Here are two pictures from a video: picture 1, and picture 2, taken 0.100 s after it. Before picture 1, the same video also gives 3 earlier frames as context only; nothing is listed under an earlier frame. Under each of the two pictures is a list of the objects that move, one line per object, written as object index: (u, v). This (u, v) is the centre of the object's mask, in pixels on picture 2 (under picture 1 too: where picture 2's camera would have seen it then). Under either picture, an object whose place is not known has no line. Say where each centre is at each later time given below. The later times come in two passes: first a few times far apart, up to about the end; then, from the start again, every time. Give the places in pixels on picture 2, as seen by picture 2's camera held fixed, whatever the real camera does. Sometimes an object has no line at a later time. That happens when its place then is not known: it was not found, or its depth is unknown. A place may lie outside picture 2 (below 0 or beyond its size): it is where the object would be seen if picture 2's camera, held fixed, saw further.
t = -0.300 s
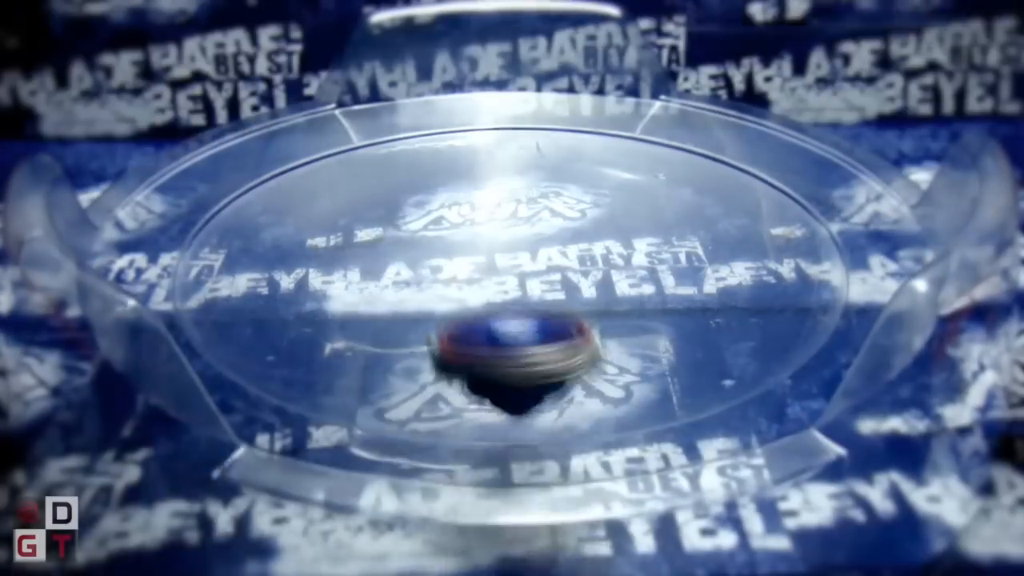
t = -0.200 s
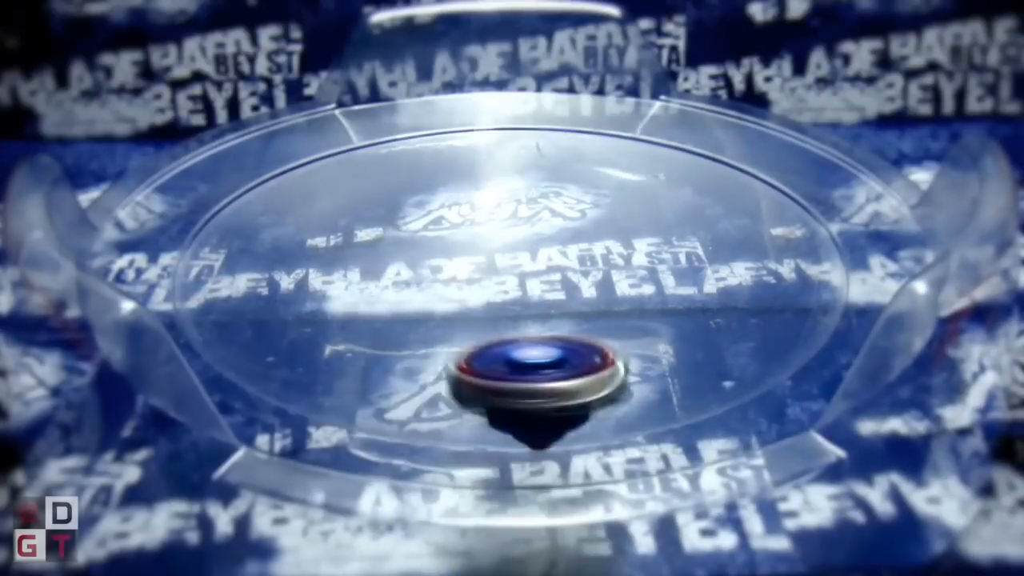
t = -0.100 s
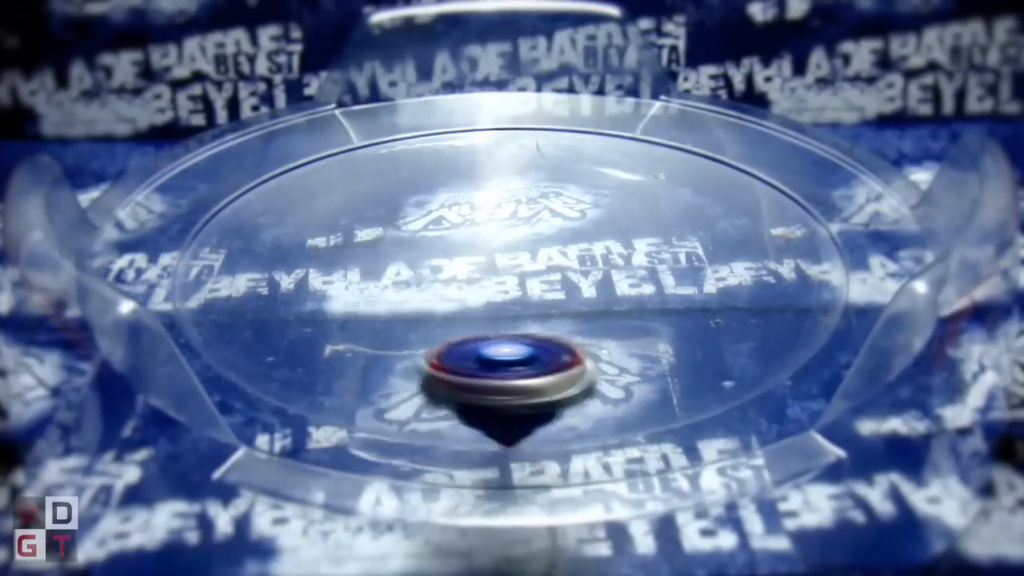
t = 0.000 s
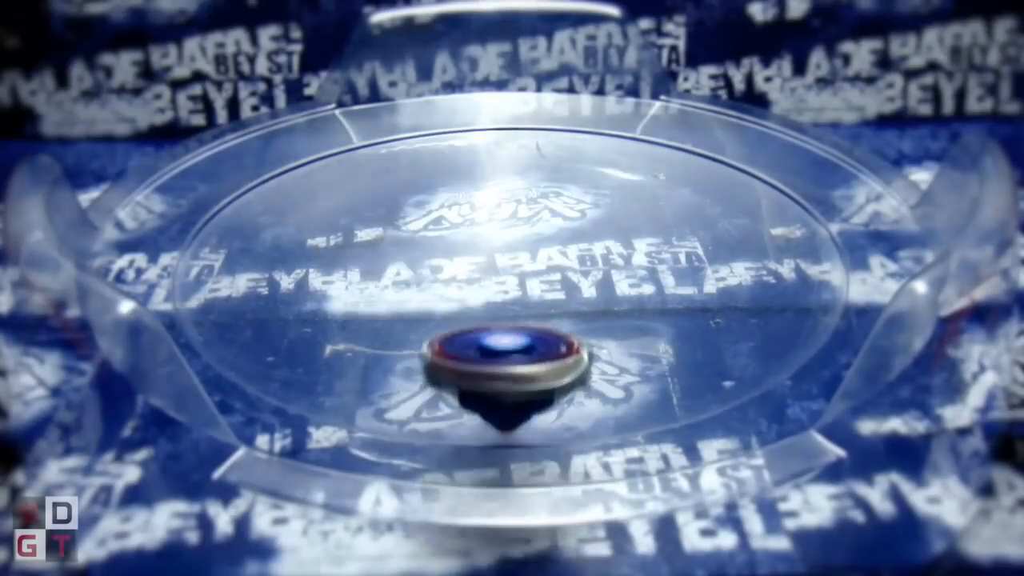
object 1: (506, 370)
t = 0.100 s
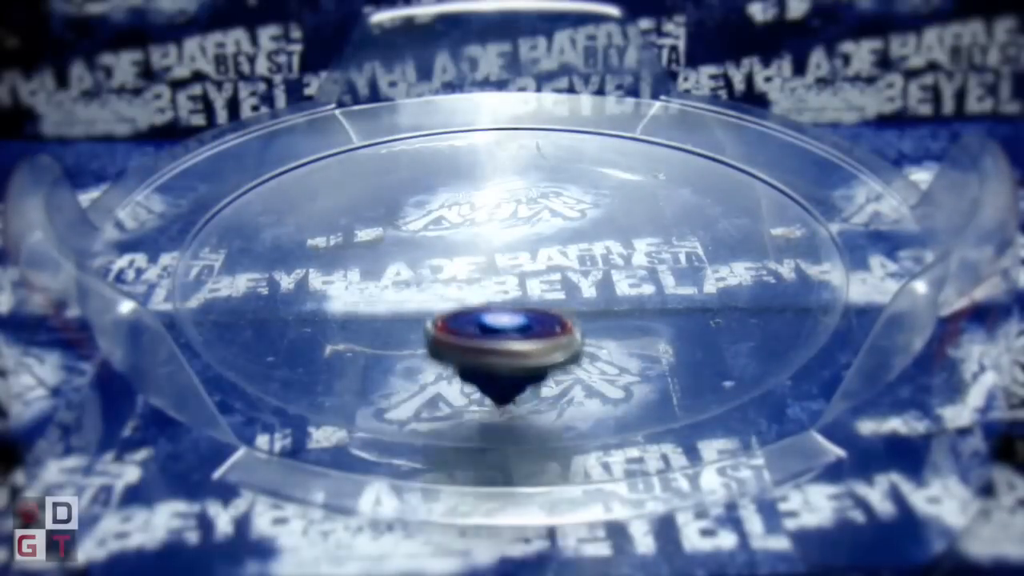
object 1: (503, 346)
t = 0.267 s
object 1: (425, 298)
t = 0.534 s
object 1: (276, 246)
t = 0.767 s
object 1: (196, 250)
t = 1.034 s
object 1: (296, 273)
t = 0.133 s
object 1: (496, 338)
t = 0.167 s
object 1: (484, 328)
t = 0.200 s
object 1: (466, 317)
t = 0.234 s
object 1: (446, 307)
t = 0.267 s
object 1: (425, 298)
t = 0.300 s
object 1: (404, 287)
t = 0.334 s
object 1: (382, 278)
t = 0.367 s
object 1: (364, 270)
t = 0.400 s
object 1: (344, 263)
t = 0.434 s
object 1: (326, 257)
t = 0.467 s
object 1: (309, 253)
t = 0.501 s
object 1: (293, 250)
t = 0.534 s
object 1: (276, 246)
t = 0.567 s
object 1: (258, 244)
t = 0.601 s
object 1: (239, 240)
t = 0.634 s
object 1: (222, 239)
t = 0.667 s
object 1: (205, 237)
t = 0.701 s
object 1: (188, 236)
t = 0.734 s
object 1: (185, 238)
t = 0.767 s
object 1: (196, 250)
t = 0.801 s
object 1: (210, 260)
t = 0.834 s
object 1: (224, 267)
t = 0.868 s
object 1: (238, 272)
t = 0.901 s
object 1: (251, 274)
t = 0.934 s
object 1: (264, 276)
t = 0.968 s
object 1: (276, 276)
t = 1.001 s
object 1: (287, 275)
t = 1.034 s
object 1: (296, 273)
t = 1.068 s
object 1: (305, 271)
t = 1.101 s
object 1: (312, 268)
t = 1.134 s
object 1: (318, 264)
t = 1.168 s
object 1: (323, 258)
